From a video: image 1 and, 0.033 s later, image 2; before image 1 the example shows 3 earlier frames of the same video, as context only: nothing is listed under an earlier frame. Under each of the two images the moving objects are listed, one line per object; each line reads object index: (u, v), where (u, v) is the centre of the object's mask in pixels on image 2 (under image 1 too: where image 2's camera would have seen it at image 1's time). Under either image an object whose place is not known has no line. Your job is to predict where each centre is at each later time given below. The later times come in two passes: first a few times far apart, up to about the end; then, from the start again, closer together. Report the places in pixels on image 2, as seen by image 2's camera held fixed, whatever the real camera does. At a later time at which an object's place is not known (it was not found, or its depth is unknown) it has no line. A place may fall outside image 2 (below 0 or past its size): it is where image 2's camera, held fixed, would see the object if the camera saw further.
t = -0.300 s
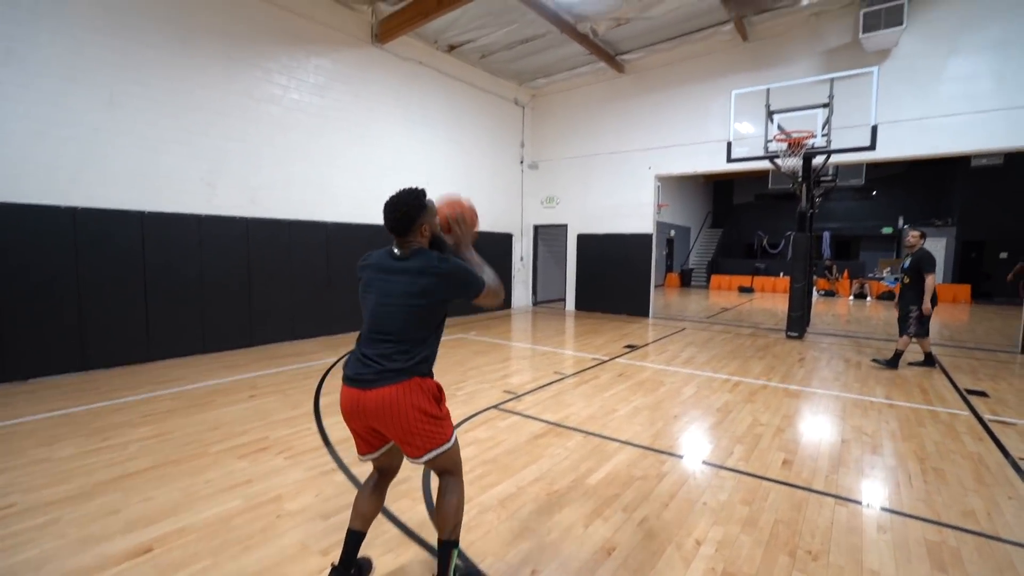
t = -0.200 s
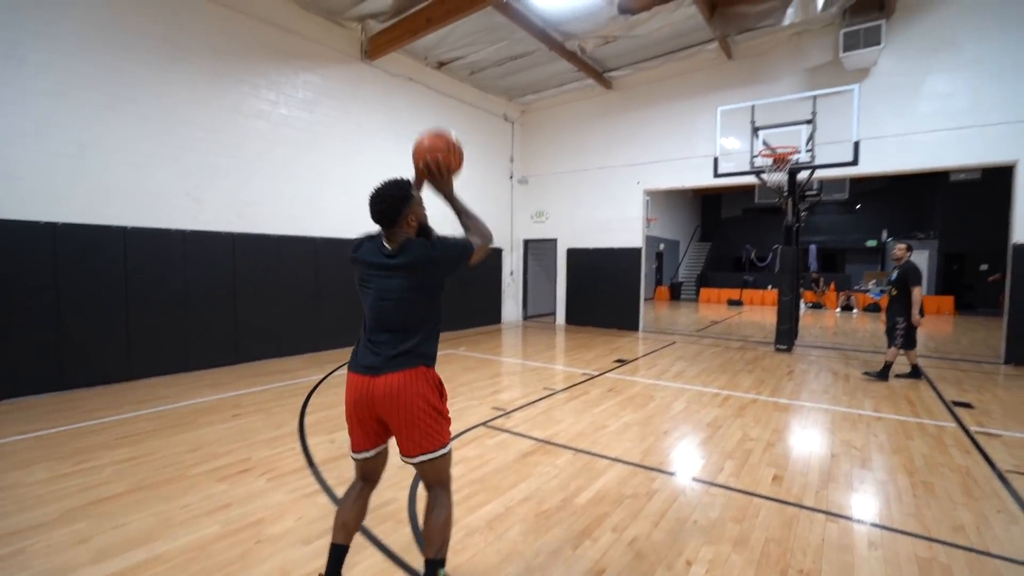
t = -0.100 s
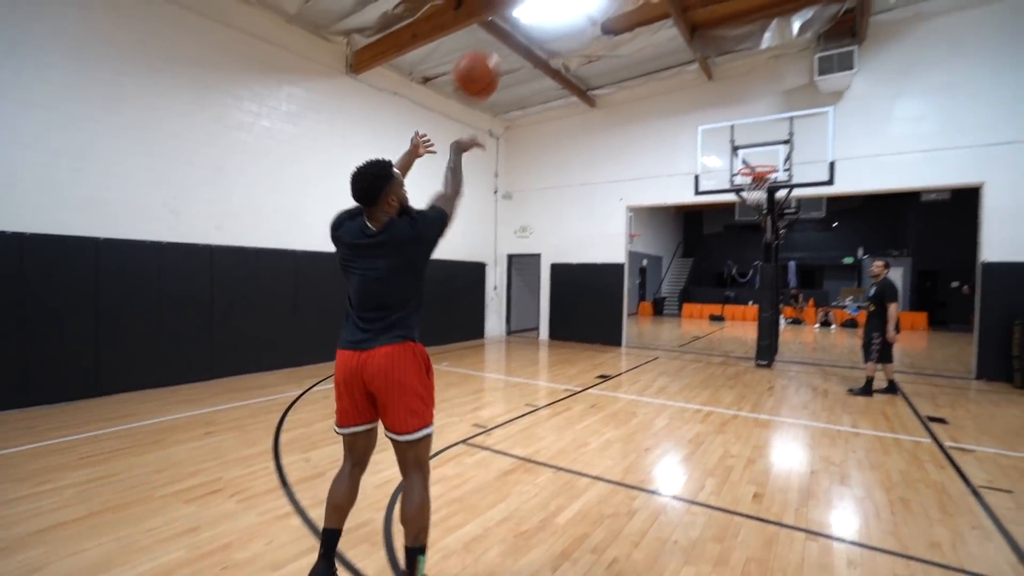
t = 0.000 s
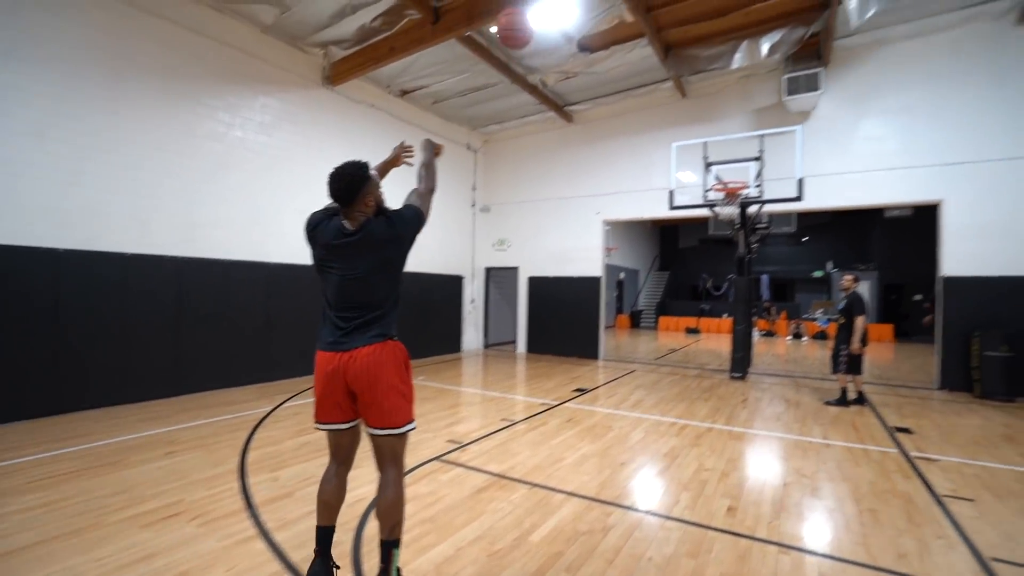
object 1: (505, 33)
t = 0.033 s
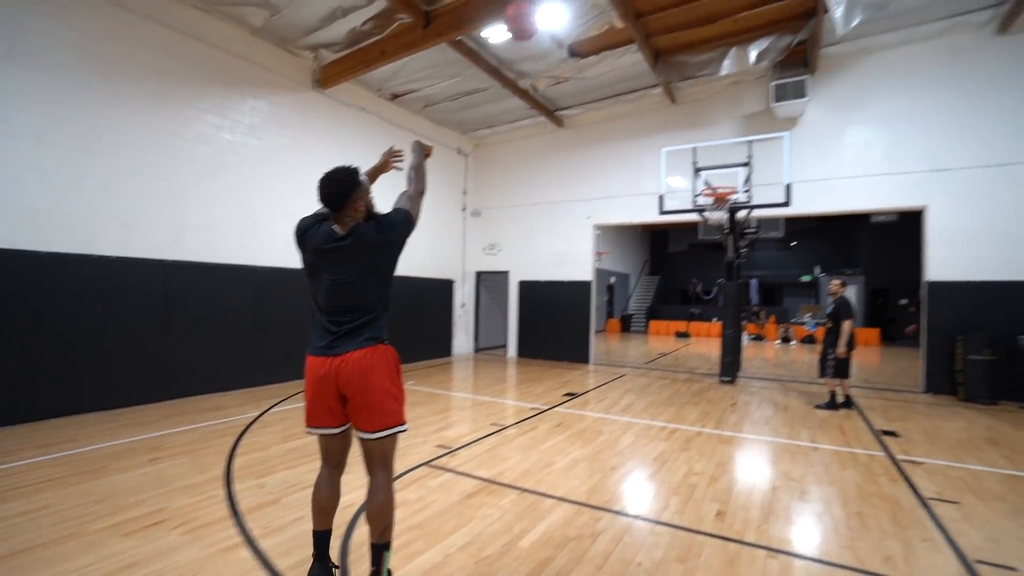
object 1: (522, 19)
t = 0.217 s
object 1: (592, -9)
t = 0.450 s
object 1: (650, 7)
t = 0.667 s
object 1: (686, 57)
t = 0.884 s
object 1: (713, 127)
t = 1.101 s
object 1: (715, 187)
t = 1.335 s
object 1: (677, 166)
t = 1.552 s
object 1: (641, 178)
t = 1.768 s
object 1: (607, 223)
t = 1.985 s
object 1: (573, 306)
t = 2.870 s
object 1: (466, 282)
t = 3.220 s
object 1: (430, 355)
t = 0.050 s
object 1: (530, 14)
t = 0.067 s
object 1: (537, 10)
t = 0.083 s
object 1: (545, 6)
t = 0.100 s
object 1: (552, 3)
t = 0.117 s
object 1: (559, 0)
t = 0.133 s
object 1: (564, -1)
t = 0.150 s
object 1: (570, -3)
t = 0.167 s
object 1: (576, -5)
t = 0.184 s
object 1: (582, -7)
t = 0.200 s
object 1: (587, -8)
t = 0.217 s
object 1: (592, -9)
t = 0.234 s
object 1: (597, -10)
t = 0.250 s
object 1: (602, -12)
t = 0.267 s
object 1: (606, -12)
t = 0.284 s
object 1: (611, -11)
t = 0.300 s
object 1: (616, -11)
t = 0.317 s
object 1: (619, -9)
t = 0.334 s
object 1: (623, -9)
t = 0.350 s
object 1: (627, -8)
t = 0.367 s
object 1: (632, -5)
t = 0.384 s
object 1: (635, -3)
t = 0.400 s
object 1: (639, 0)
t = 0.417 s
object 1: (642, 2)
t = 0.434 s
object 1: (646, 5)
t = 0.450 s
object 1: (650, 7)
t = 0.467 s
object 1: (653, 10)
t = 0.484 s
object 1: (656, 14)
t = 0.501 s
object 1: (660, 16)
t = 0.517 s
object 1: (662, 20)
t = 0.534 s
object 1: (666, 23)
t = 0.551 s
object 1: (668, 27)
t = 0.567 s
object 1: (671, 31)
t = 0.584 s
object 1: (674, 36)
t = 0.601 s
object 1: (676, 40)
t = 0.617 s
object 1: (678, 43)
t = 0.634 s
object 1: (680, 48)
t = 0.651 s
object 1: (683, 52)
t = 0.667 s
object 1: (686, 57)
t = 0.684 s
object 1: (688, 61)
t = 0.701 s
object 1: (690, 66)
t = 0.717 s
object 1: (692, 72)
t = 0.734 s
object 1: (695, 78)
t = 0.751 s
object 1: (697, 83)
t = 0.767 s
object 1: (700, 88)
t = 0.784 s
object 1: (702, 93)
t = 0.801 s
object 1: (703, 98)
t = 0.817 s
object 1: (705, 104)
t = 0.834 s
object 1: (707, 109)
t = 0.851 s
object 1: (709, 115)
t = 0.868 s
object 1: (711, 121)
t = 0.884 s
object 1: (713, 127)
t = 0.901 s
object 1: (714, 133)
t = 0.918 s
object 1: (716, 139)
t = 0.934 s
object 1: (718, 145)
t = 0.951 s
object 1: (719, 151)
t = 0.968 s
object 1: (721, 158)
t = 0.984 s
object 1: (723, 164)
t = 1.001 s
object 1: (724, 171)
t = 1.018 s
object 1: (725, 178)
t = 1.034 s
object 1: (727, 182)
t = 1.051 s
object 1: (724, 183)
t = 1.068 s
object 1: (721, 184)
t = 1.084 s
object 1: (718, 186)
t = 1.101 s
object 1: (715, 187)
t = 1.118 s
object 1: (713, 184)
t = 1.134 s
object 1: (711, 182)
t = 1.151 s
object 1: (708, 180)
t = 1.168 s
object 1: (704, 178)
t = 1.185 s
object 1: (702, 176)
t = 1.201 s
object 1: (699, 175)
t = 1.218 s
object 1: (697, 173)
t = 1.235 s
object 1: (694, 171)
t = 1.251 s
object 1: (691, 170)
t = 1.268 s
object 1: (688, 169)
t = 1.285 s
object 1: (686, 168)
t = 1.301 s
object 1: (683, 167)
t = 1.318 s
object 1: (680, 166)
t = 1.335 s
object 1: (677, 166)
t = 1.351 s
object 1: (675, 165)
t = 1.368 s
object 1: (672, 165)
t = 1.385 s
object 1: (670, 166)
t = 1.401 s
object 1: (667, 167)
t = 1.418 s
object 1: (664, 167)
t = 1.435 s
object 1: (661, 168)
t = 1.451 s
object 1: (658, 169)
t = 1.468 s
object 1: (655, 170)
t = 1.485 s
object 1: (653, 171)
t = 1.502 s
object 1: (650, 172)
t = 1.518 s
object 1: (647, 174)
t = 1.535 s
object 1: (644, 176)
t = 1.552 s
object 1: (641, 178)
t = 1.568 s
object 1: (639, 181)
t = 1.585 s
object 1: (636, 183)
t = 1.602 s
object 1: (634, 186)
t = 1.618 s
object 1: (631, 188)
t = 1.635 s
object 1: (628, 191)
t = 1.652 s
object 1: (626, 195)
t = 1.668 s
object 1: (623, 198)
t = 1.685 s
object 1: (620, 201)
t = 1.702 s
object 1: (618, 205)
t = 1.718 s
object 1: (615, 209)
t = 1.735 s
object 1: (612, 214)
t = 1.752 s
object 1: (609, 218)
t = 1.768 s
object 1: (607, 223)
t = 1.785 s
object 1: (604, 228)
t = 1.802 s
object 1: (602, 233)
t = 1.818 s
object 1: (599, 239)
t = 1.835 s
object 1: (596, 245)
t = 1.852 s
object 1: (593, 251)
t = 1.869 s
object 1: (591, 256)
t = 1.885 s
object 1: (588, 262)
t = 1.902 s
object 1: (586, 269)
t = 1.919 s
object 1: (583, 276)
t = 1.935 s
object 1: (582, 284)
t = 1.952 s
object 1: (578, 290)
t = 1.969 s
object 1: (576, 298)
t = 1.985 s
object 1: (573, 306)
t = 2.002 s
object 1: (570, 314)
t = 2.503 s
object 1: (508, 296)
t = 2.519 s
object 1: (506, 293)
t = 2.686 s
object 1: (487, 277)
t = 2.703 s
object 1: (485, 276)
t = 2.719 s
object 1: (483, 276)
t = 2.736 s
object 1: (481, 276)
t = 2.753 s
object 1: (479, 276)
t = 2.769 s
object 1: (478, 276)
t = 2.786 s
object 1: (476, 276)
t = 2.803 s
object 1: (474, 277)
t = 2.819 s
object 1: (472, 278)
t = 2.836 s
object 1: (471, 279)
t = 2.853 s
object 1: (468, 280)
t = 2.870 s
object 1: (466, 282)
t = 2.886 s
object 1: (465, 283)
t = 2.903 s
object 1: (462, 285)
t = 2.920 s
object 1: (461, 287)
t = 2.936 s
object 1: (459, 289)
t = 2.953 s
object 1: (457, 292)
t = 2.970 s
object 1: (456, 294)
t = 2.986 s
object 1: (453, 297)
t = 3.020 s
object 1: (450, 303)
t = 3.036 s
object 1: (448, 306)
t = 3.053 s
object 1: (446, 310)
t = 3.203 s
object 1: (431, 350)
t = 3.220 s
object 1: (430, 355)
